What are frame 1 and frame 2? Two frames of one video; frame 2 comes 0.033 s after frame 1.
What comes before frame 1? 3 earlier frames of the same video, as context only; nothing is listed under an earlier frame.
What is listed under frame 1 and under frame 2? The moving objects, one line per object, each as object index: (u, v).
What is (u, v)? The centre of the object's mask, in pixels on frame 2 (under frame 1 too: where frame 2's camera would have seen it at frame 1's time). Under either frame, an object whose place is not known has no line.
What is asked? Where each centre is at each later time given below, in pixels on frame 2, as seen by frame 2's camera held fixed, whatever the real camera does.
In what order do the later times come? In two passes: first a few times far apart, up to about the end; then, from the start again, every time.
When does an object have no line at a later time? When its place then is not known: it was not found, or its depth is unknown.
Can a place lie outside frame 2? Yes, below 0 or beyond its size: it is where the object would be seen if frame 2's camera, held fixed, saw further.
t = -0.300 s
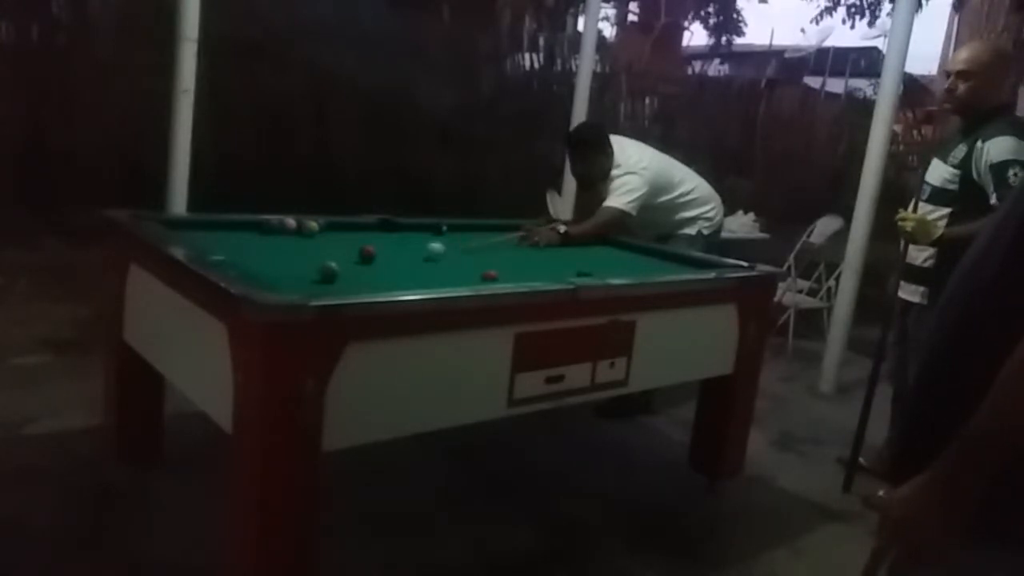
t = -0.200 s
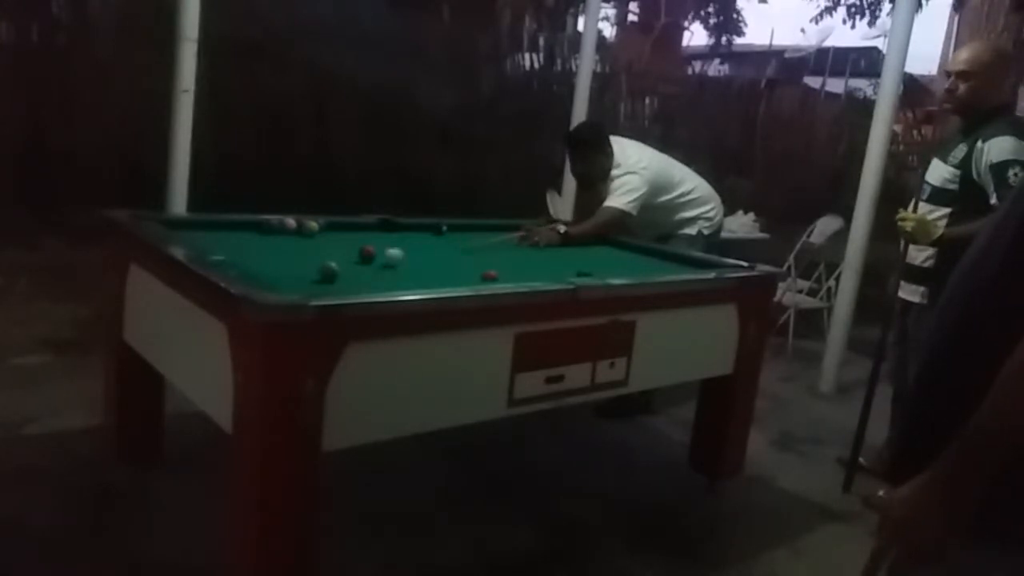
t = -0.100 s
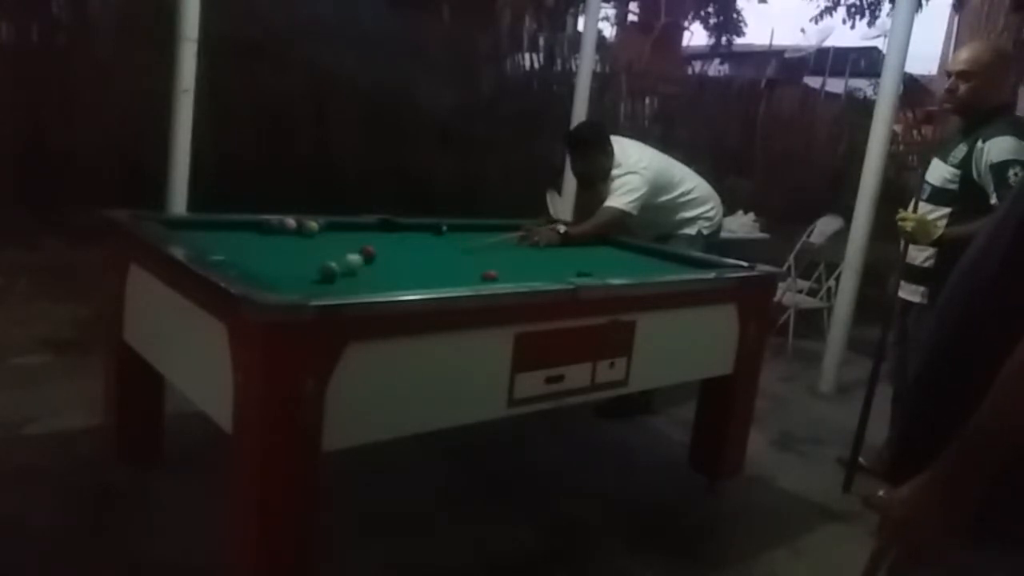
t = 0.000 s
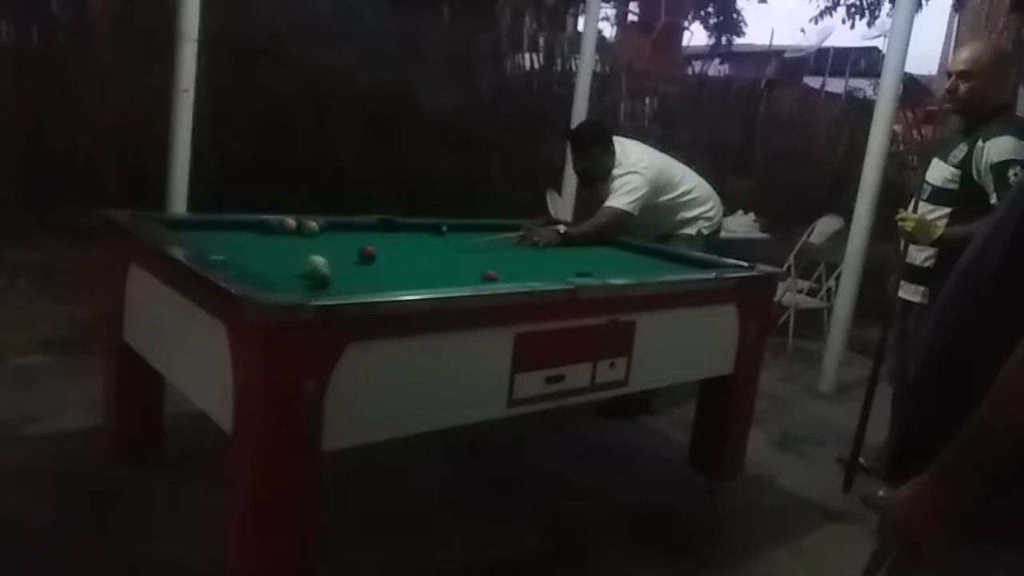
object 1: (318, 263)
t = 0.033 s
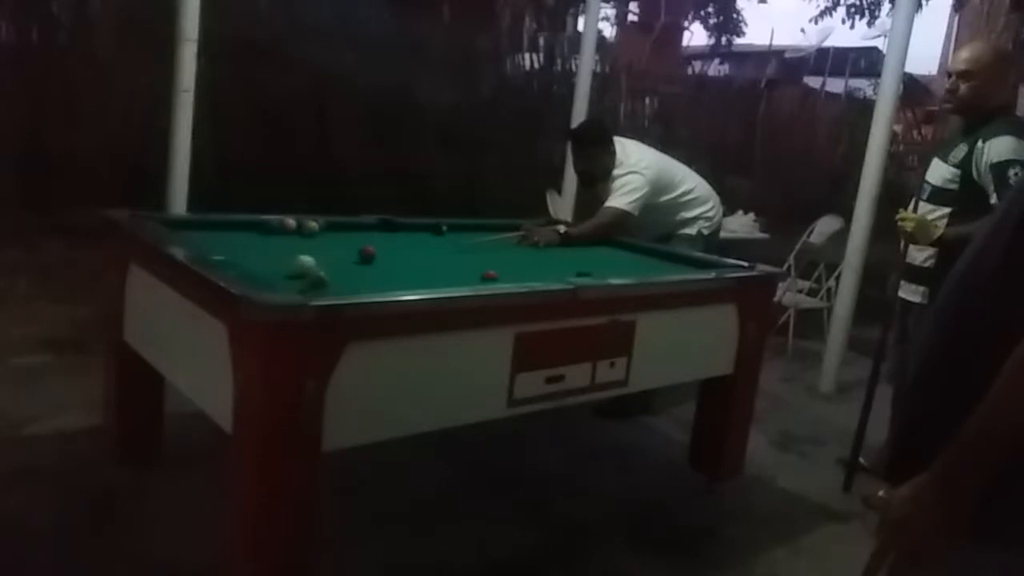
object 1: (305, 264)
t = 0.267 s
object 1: (267, 262)
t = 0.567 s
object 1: (334, 261)
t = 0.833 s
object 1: (385, 260)
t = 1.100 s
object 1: (431, 258)
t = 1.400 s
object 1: (474, 257)
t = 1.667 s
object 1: (508, 256)
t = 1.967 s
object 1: (541, 254)
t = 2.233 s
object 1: (567, 252)
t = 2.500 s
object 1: (590, 251)
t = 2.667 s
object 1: (603, 250)
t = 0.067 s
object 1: (293, 264)
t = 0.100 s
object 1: (281, 264)
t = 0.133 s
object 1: (269, 264)
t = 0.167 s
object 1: (257, 262)
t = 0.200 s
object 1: (249, 261)
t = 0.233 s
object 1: (257, 261)
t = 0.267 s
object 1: (267, 262)
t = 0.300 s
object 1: (274, 263)
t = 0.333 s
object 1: (282, 263)
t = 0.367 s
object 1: (291, 262)
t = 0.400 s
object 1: (298, 262)
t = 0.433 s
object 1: (305, 262)
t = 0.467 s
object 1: (313, 262)
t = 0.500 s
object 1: (320, 261)
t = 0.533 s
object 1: (327, 262)
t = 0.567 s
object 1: (334, 261)
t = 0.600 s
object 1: (341, 261)
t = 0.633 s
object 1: (347, 261)
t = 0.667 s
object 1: (354, 261)
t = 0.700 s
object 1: (360, 261)
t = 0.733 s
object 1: (368, 260)
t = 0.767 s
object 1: (373, 260)
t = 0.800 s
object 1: (380, 260)
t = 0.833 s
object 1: (385, 260)
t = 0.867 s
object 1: (392, 260)
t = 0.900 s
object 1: (398, 260)
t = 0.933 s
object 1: (403, 259)
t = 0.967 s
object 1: (409, 259)
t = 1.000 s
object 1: (415, 259)
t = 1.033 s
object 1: (420, 258)
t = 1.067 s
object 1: (425, 259)
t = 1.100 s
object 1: (431, 258)
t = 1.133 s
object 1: (436, 259)
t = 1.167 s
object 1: (441, 258)
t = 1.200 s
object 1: (445, 258)
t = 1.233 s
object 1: (451, 258)
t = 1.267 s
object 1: (456, 258)
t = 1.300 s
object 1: (460, 258)
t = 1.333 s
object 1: (465, 257)
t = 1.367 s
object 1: (470, 257)
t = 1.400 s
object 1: (474, 257)
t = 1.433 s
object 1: (479, 257)
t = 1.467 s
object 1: (483, 256)
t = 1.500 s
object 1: (488, 256)
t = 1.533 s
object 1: (492, 256)
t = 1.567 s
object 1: (496, 256)
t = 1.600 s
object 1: (500, 256)
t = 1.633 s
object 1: (504, 256)
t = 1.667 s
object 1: (508, 256)
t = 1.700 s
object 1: (512, 256)
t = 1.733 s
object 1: (516, 255)
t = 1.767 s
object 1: (519, 255)
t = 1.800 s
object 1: (523, 255)
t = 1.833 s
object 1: (527, 254)
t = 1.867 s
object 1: (530, 255)
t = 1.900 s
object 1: (534, 254)
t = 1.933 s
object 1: (538, 254)
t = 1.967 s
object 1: (541, 254)
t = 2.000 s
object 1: (545, 254)
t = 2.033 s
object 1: (548, 254)
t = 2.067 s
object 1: (552, 254)
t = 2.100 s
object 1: (555, 253)
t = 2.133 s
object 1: (558, 253)
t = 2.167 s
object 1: (561, 253)
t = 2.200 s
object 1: (564, 252)
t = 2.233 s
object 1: (567, 252)
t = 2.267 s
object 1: (571, 252)
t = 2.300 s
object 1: (573, 252)
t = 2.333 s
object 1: (577, 252)
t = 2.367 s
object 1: (579, 252)
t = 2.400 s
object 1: (582, 252)
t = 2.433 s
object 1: (585, 251)
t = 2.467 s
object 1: (588, 251)
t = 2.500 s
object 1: (590, 251)
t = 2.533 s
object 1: (593, 251)
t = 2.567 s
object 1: (596, 250)
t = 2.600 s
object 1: (598, 250)
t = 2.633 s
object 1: (601, 250)
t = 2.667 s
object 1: (603, 250)
